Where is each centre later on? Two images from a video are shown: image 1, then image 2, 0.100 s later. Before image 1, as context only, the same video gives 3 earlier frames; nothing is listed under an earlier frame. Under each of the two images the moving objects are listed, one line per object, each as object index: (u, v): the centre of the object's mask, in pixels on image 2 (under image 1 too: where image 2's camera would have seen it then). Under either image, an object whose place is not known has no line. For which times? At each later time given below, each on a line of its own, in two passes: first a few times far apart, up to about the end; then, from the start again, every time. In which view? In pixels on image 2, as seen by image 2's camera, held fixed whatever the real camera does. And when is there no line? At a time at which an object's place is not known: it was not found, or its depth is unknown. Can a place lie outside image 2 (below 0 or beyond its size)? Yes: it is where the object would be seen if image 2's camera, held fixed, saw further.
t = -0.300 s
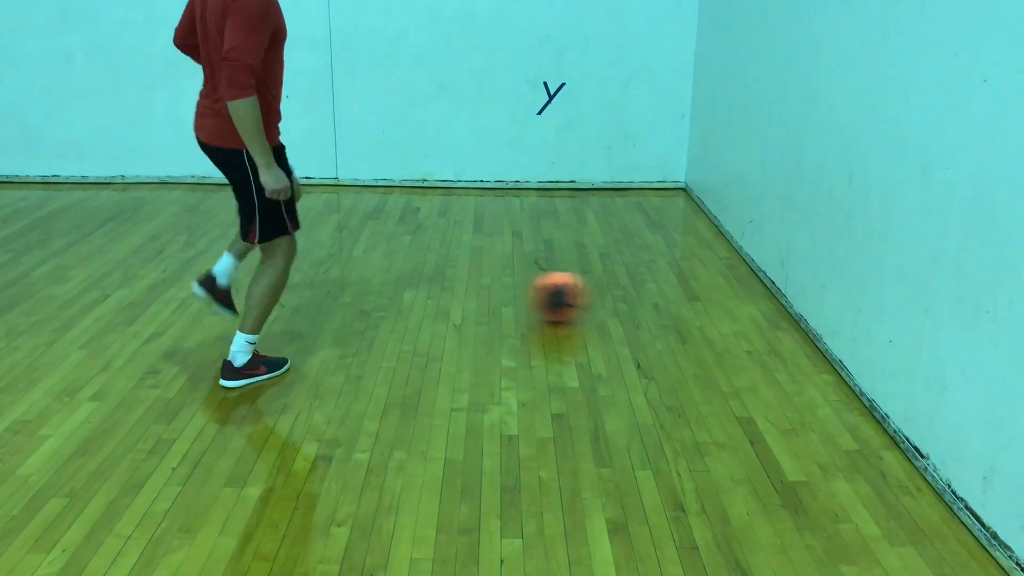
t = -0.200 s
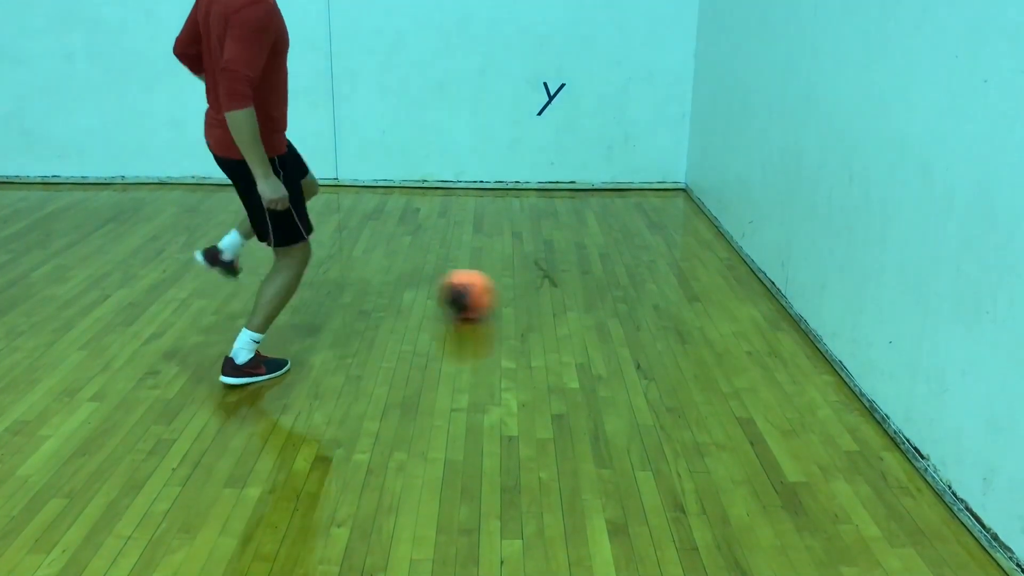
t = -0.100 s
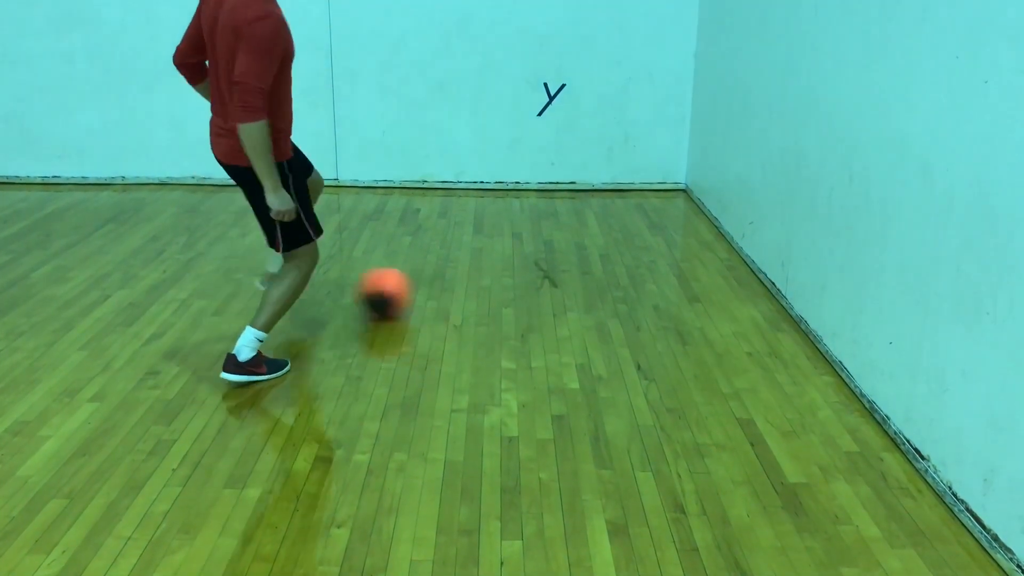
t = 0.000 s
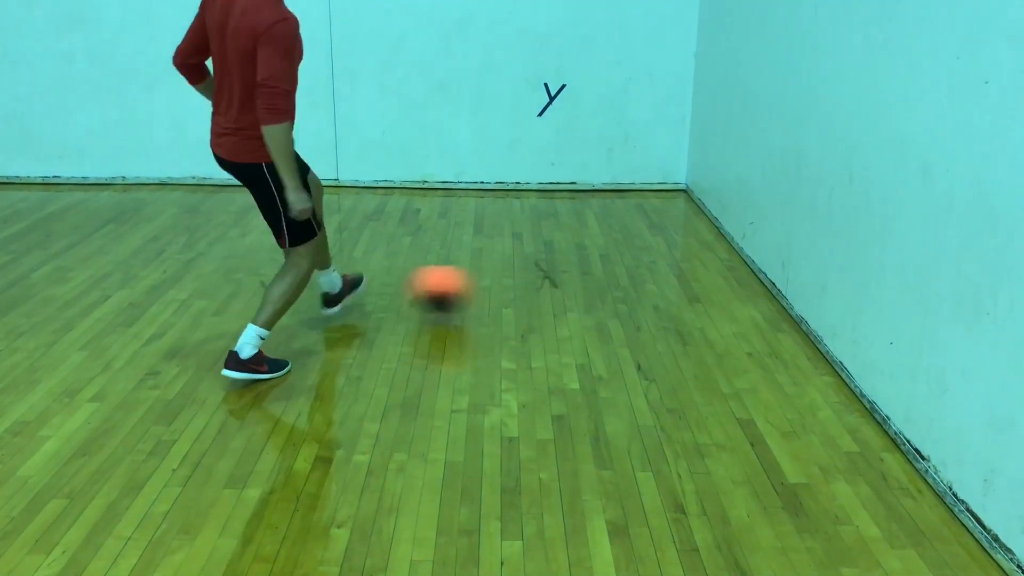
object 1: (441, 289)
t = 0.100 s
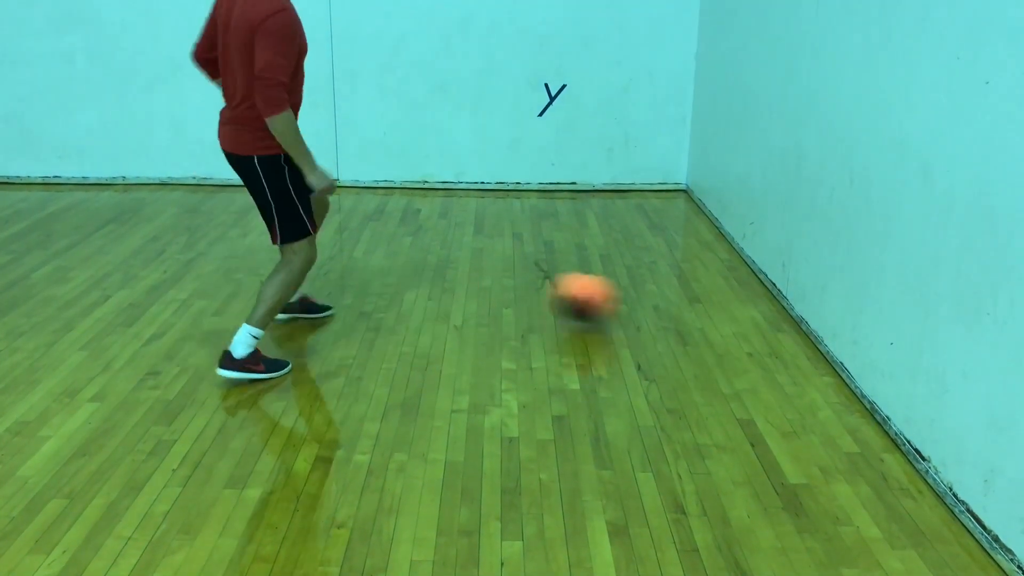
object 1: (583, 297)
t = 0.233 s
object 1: (765, 302)
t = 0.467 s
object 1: (576, 320)
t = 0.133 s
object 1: (633, 307)
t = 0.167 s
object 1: (676, 303)
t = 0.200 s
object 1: (721, 301)
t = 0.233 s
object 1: (765, 302)
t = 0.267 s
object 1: (777, 302)
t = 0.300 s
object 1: (744, 298)
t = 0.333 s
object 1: (712, 297)
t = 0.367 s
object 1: (678, 299)
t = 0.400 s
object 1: (643, 303)
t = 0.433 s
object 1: (609, 310)
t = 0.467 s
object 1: (576, 320)
